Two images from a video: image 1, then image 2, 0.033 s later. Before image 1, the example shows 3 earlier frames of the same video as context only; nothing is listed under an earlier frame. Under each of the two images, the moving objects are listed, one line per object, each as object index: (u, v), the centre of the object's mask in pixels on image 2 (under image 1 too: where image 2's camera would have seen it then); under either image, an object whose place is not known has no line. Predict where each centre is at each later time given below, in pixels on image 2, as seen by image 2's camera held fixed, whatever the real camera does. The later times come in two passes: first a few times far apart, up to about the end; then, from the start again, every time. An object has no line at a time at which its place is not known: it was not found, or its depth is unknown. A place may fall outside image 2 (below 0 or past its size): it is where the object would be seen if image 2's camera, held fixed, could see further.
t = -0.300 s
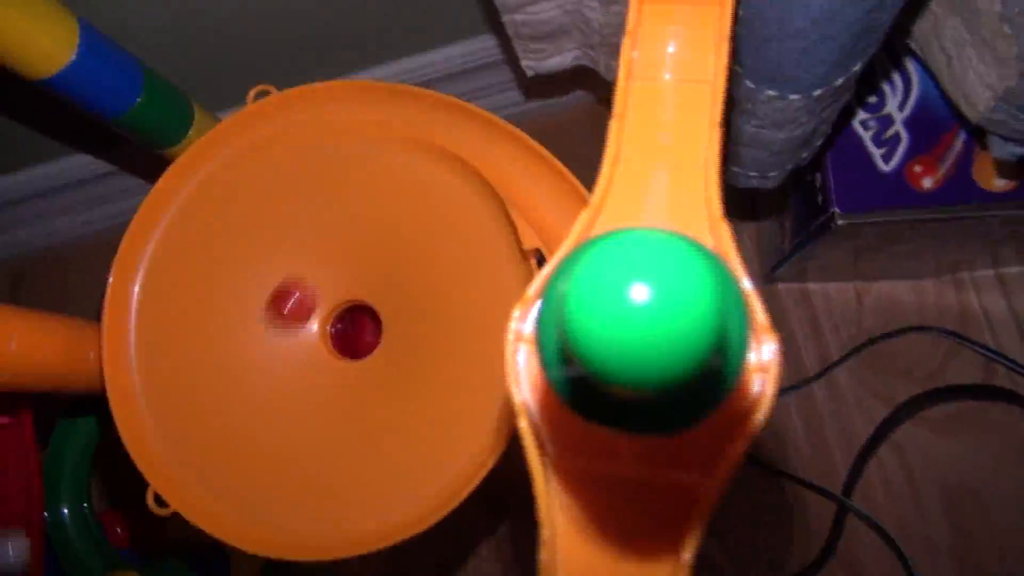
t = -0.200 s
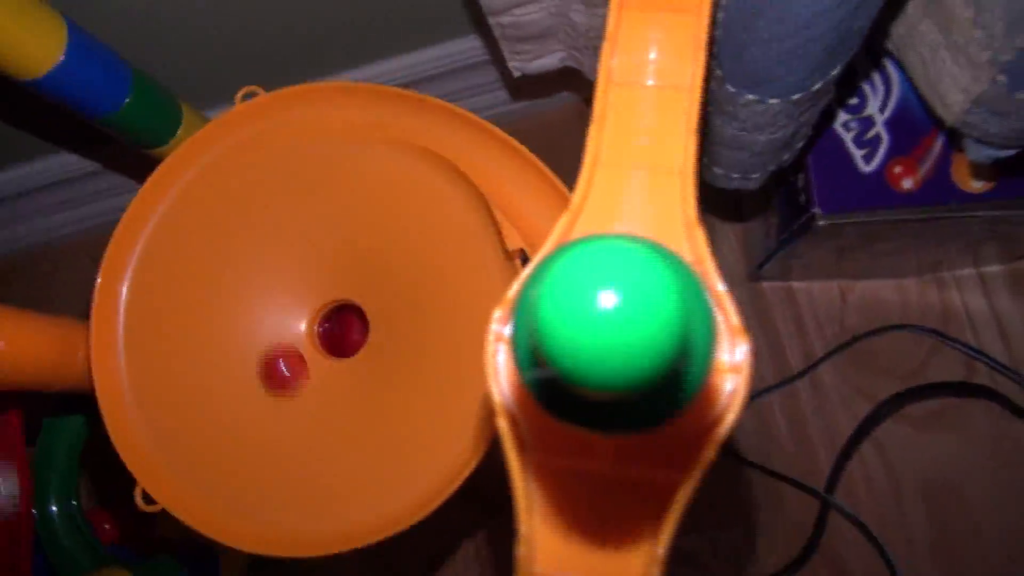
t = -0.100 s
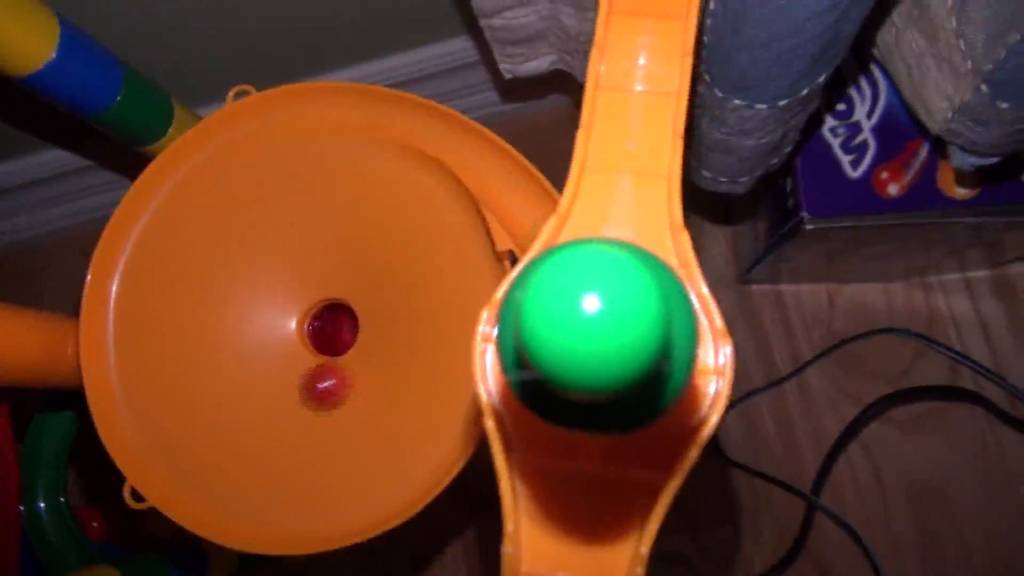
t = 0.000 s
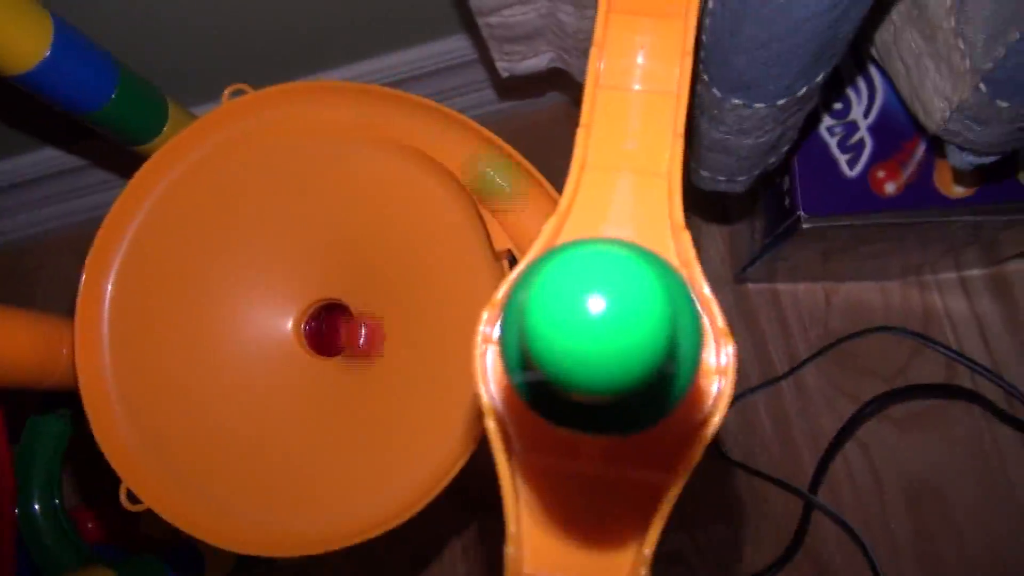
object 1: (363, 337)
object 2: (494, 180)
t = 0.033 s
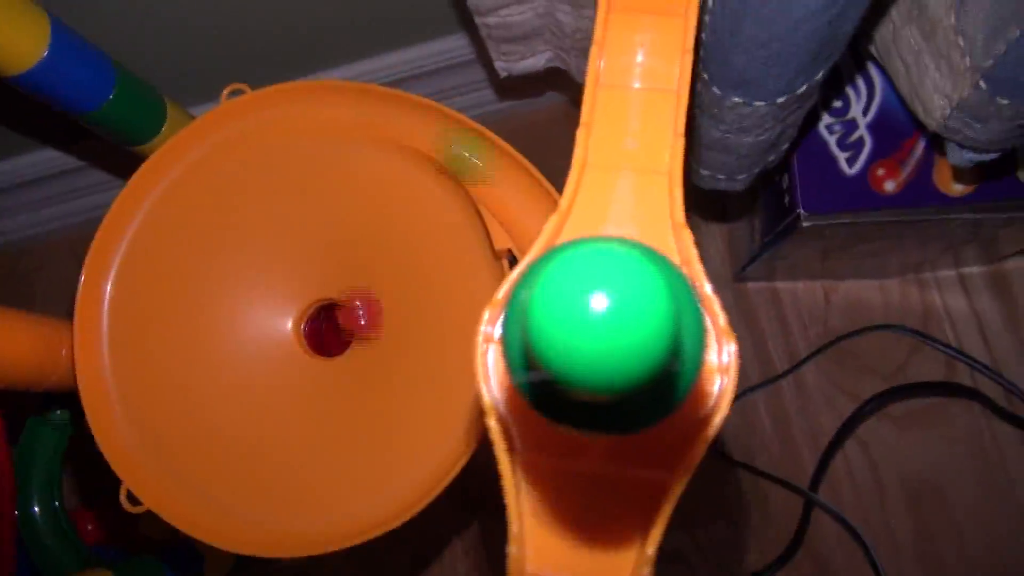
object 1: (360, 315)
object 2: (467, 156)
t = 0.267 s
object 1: (257, 318)
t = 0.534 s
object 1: (368, 322)
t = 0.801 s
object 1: (262, 343)
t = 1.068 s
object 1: (349, 298)
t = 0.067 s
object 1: (350, 294)
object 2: (433, 140)
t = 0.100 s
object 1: (332, 280)
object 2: (396, 124)
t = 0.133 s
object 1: (312, 275)
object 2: (354, 115)
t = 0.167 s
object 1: (291, 276)
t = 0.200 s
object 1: (273, 284)
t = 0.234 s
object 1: (261, 299)
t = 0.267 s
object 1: (257, 318)
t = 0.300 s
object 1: (260, 337)
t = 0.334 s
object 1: (272, 355)
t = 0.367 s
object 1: (291, 369)
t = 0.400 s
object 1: (311, 376)
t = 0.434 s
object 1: (334, 371)
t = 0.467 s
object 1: (351, 359)
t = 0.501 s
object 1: (363, 340)
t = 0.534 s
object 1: (368, 322)
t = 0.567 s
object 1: (362, 304)
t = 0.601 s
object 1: (351, 292)
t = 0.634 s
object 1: (331, 283)
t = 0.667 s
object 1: (310, 284)
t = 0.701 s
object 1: (291, 291)
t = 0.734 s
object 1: (274, 305)
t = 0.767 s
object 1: (264, 325)
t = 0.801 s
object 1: (262, 343)
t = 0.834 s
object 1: (269, 360)
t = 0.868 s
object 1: (282, 371)
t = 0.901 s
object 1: (302, 375)
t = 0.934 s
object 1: (322, 370)
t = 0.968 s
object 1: (339, 355)
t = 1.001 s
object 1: (349, 336)
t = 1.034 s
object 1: (353, 317)
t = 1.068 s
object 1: (349, 298)
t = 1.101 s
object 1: (335, 284)
